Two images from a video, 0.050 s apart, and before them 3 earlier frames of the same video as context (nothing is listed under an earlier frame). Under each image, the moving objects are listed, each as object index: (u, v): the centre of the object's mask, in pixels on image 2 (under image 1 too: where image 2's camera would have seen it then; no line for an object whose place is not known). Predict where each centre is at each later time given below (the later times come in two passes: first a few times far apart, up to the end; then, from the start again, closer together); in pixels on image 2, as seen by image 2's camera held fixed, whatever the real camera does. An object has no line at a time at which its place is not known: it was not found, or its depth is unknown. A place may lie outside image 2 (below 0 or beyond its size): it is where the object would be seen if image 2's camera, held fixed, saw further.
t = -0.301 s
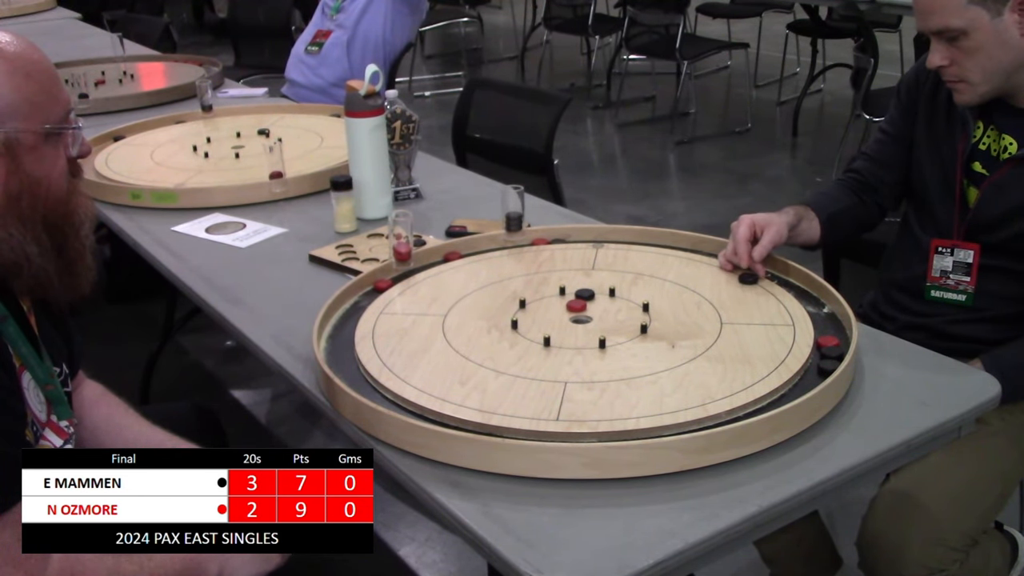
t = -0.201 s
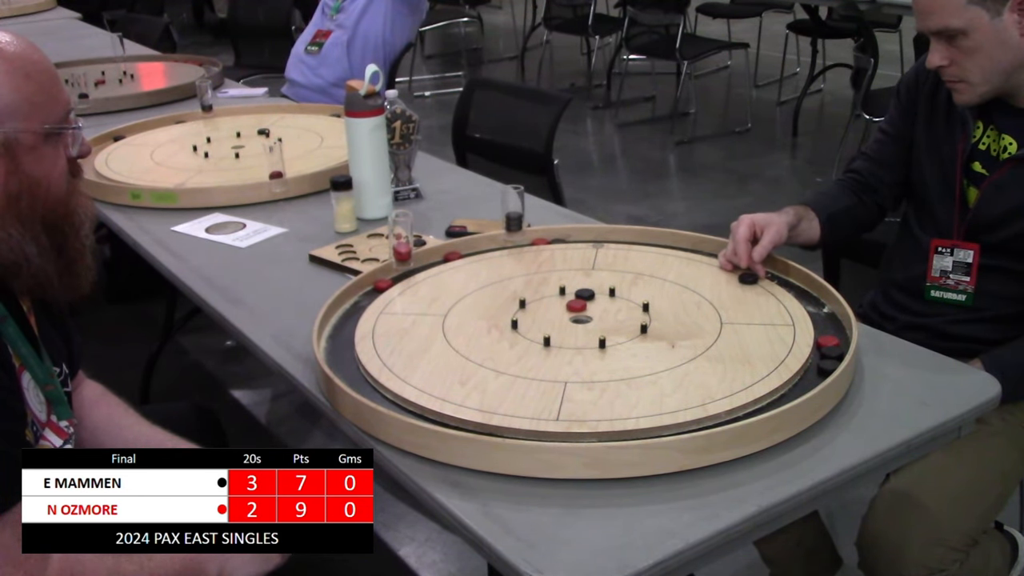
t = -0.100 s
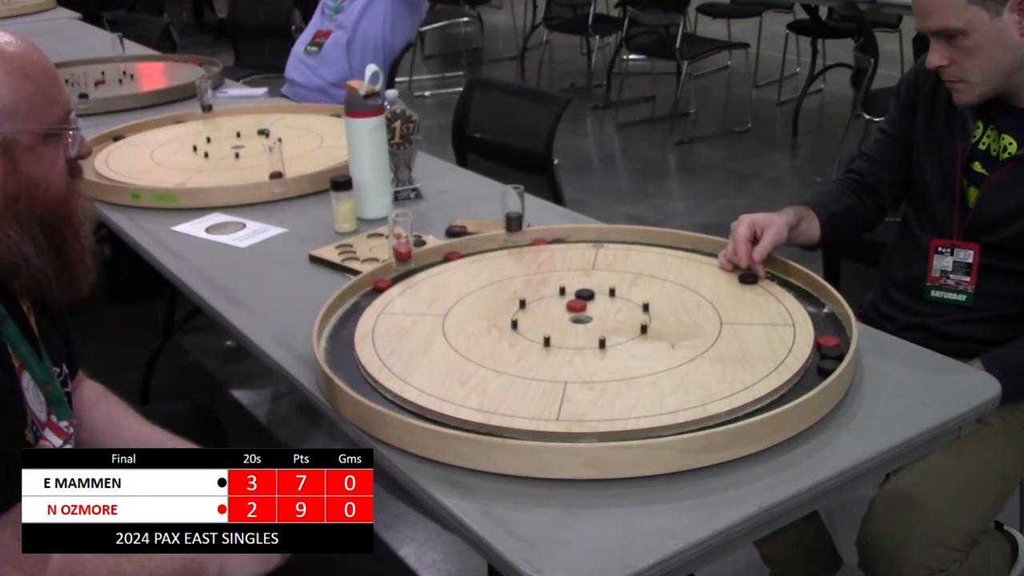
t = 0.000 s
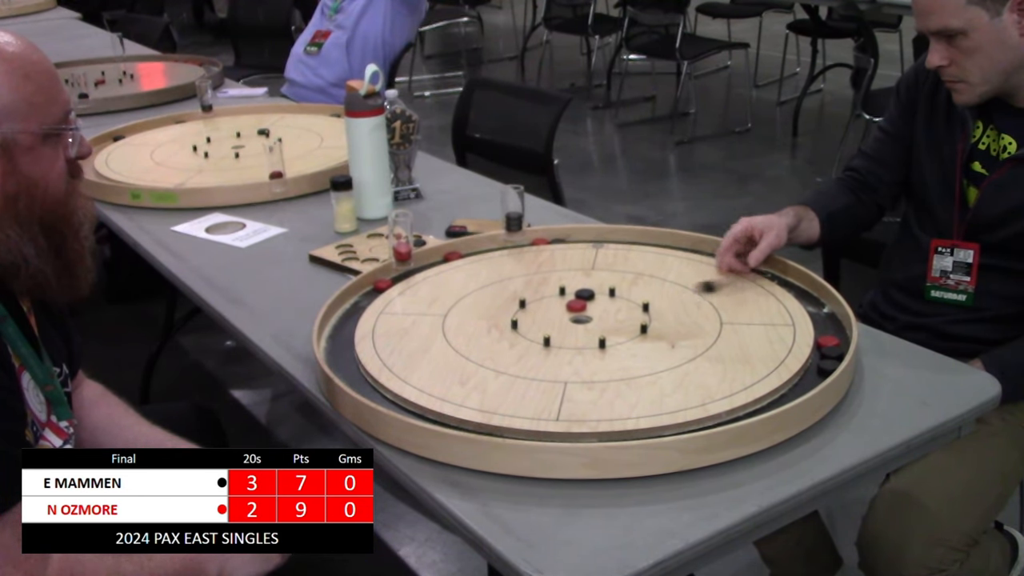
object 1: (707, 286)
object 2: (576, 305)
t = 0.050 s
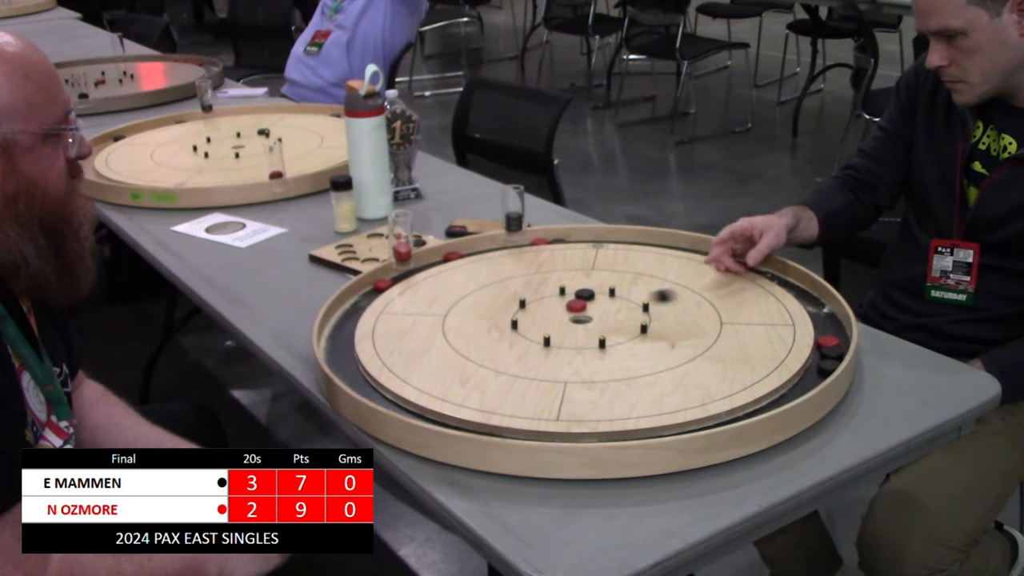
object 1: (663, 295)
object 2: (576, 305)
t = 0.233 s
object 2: (536, 296)
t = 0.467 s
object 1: (554, 314)
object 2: (550, 272)
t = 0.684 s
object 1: (556, 303)
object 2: (557, 261)
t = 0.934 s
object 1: (556, 298)
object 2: (559, 258)
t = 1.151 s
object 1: (554, 298)
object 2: (559, 258)
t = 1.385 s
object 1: (554, 298)
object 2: (559, 258)
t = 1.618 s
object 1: (554, 298)
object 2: (559, 258)
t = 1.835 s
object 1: (554, 298)
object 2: (559, 258)
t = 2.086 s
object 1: (554, 298)
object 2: (559, 258)
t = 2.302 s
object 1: (554, 298)
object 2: (559, 258)
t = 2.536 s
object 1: (554, 298)
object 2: (559, 258)
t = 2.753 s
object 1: (554, 298)
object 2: (559, 258)
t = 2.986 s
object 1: (554, 298)
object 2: (559, 258)
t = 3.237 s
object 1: (554, 297)
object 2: (559, 257)
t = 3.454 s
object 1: (554, 297)
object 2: (559, 257)
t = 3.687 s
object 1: (555, 297)
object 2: (559, 257)
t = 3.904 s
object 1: (554, 298)
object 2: (559, 257)
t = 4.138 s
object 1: (554, 298)
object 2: (559, 257)
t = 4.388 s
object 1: (554, 298)
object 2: (559, 257)
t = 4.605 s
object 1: (554, 298)
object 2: (559, 257)
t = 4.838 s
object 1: (554, 298)
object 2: (559, 257)
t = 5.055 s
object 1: (555, 298)
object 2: (559, 257)
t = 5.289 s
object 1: (554, 298)
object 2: (559, 257)
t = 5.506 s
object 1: (554, 298)
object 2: (559, 257)
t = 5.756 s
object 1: (554, 298)
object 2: (559, 257)
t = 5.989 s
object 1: (554, 297)
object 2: (559, 257)
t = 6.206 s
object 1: (554, 297)
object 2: (559, 257)
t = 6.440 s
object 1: (554, 298)
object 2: (559, 257)
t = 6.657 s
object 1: (554, 298)
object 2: (559, 257)
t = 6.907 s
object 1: (554, 297)
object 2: (559, 257)
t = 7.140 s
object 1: (554, 298)
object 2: (559, 257)
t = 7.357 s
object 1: (554, 298)
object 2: (559, 257)
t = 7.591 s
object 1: (554, 298)
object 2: (559, 257)
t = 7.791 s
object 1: (555, 297)
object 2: (559, 257)
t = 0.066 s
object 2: (576, 305)
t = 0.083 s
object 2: (576, 305)
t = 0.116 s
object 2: (576, 305)
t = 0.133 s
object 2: (570, 305)
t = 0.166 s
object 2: (549, 302)
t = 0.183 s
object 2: (540, 301)
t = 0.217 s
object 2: (535, 298)
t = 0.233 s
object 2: (536, 296)
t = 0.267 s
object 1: (557, 325)
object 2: (539, 291)
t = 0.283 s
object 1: (553, 328)
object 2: (540, 289)
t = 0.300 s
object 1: (551, 330)
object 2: (541, 287)
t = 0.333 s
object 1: (552, 328)
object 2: (543, 284)
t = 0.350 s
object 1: (552, 325)
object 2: (544, 282)
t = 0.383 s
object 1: (553, 322)
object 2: (546, 278)
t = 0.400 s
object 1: (553, 321)
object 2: (547, 277)
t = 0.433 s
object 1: (553, 318)
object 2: (549, 274)
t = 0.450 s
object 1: (554, 315)
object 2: (550, 273)
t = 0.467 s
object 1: (554, 314)
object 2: (550, 272)
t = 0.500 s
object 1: (554, 313)
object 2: (552, 269)
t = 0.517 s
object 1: (555, 310)
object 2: (553, 268)
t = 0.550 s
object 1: (555, 308)
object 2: (554, 266)
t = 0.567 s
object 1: (555, 308)
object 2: (555, 266)
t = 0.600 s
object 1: (556, 306)
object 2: (555, 264)
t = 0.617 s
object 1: (556, 305)
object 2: (556, 263)
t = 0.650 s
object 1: (556, 304)
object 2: (557, 262)
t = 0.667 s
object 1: (556, 303)
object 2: (557, 261)
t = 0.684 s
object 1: (556, 303)
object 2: (557, 261)
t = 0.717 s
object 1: (556, 302)
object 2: (558, 260)
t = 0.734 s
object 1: (556, 301)
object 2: (558, 260)
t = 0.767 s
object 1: (556, 300)
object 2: (559, 259)
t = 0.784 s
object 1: (556, 300)
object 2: (559, 259)
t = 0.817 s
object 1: (556, 299)
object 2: (559, 258)
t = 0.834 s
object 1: (556, 299)
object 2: (559, 258)
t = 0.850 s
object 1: (556, 299)
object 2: (559, 258)
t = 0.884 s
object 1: (556, 298)
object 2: (559, 258)
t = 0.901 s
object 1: (556, 298)
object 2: (559, 258)
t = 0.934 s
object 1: (556, 298)
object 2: (559, 258)
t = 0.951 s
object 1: (555, 298)
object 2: (559, 258)
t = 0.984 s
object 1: (555, 298)
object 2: (559, 258)
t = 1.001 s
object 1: (555, 298)
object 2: (559, 257)
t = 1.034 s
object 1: (554, 298)
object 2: (559, 258)
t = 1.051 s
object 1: (554, 298)
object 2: (559, 258)
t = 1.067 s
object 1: (554, 298)
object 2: (559, 258)
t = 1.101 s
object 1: (554, 298)
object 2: (559, 257)
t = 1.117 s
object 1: (554, 298)
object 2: (559, 258)
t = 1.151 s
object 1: (554, 298)
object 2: (559, 258)
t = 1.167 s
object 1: (554, 298)
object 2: (559, 258)
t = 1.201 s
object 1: (554, 298)
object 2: (559, 258)
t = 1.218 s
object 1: (554, 298)
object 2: (559, 258)
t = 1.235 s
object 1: (554, 298)
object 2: (559, 258)
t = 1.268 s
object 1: (554, 298)
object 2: (559, 258)
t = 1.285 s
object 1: (554, 298)
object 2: (559, 258)
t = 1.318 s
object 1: (554, 298)
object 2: (559, 258)
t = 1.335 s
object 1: (554, 298)
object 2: (559, 258)
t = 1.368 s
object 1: (554, 298)
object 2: (559, 258)
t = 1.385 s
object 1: (554, 298)
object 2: (559, 258)
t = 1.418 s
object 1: (554, 298)
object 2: (559, 258)
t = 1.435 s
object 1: (554, 298)
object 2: (559, 258)
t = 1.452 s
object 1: (554, 298)
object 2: (559, 258)
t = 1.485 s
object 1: (554, 298)
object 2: (559, 258)
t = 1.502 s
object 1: (554, 298)
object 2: (559, 258)
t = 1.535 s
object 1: (554, 298)
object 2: (559, 258)
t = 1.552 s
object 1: (554, 298)
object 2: (559, 258)
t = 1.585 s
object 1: (554, 298)
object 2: (559, 258)
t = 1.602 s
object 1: (555, 298)
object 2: (559, 258)
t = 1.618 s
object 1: (554, 298)
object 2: (559, 258)
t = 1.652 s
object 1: (554, 298)
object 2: (559, 258)
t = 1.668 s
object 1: (554, 298)
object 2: (559, 258)
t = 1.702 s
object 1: (554, 298)
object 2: (559, 258)
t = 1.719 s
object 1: (554, 298)
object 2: (559, 258)
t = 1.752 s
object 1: (554, 298)
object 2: (559, 258)
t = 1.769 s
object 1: (554, 298)
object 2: (559, 258)
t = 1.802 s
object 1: (554, 298)
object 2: (559, 258)
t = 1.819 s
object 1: (554, 298)
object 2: (559, 258)
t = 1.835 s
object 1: (554, 298)
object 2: (559, 258)
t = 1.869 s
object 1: (554, 298)
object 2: (559, 258)
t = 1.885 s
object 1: (554, 298)
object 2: (559, 258)
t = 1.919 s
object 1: (554, 298)
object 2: (559, 258)
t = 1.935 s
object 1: (554, 298)
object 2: (559, 258)
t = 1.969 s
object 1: (554, 298)
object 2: (559, 258)
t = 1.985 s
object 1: (554, 298)
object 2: (559, 257)
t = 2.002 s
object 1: (554, 298)
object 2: (559, 257)
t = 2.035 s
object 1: (554, 298)
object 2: (559, 258)
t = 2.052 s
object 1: (554, 298)
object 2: (559, 257)
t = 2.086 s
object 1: (554, 298)
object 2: (559, 258)
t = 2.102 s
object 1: (554, 298)
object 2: (559, 258)
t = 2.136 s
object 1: (554, 298)
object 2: (559, 258)
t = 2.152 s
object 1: (554, 298)
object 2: (559, 258)
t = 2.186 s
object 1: (554, 298)
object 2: (559, 258)
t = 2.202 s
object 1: (554, 298)
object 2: (559, 258)
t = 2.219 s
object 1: (554, 298)
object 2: (559, 258)
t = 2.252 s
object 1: (554, 298)
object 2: (559, 258)
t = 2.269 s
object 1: (554, 298)
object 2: (559, 258)
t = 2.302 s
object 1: (554, 298)
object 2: (559, 258)
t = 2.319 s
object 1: (554, 298)
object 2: (559, 258)
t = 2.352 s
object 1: (554, 298)
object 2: (559, 258)
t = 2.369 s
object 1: (554, 298)
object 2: (559, 258)
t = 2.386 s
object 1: (554, 298)
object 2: (559, 258)
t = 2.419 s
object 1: (554, 298)
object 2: (559, 258)
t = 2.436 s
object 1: (554, 298)
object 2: (559, 258)
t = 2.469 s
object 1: (554, 298)
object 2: (559, 258)
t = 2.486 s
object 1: (554, 298)
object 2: (559, 258)
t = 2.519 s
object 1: (554, 298)
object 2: (559, 258)
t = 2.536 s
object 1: (554, 298)
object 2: (559, 258)
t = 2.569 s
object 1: (554, 298)
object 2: (559, 258)
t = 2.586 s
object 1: (554, 298)
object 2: (559, 258)
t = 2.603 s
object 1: (554, 298)
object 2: (559, 258)
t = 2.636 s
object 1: (554, 298)
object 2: (559, 258)
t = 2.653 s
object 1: (554, 298)
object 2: (559, 258)
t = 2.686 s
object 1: (554, 298)
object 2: (559, 258)
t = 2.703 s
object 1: (554, 298)
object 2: (559, 258)
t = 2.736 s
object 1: (554, 298)
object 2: (559, 258)
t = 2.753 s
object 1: (554, 298)
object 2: (559, 258)
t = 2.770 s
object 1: (554, 298)
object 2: (559, 258)
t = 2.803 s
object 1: (554, 298)
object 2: (559, 258)
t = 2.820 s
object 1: (554, 298)
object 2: (559, 258)
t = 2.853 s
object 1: (554, 298)
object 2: (559, 258)
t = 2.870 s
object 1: (554, 298)
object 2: (559, 258)
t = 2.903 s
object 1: (554, 298)
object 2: (559, 258)
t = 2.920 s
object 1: (554, 298)
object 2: (559, 258)
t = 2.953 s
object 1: (554, 298)
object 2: (559, 258)
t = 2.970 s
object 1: (554, 298)
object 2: (559, 257)
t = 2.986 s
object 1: (554, 298)
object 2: (559, 258)
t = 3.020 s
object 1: (554, 298)
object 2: (559, 258)
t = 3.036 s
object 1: (554, 298)
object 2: (559, 258)
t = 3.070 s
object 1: (554, 297)
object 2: (559, 257)
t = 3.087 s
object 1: (554, 297)
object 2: (559, 258)
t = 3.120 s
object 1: (554, 297)
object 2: (559, 257)
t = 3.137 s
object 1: (554, 297)
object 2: (559, 257)
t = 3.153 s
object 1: (554, 297)
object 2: (559, 257)
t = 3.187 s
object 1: (554, 297)
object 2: (559, 257)
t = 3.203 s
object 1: (554, 297)
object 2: (559, 257)
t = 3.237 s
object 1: (554, 297)
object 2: (559, 257)
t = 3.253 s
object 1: (554, 297)
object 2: (559, 257)
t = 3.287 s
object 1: (554, 297)
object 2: (559, 257)
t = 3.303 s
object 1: (554, 297)
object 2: (559, 257)
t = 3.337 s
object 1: (554, 297)
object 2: (559, 257)
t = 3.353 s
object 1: (554, 297)
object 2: (559, 257)
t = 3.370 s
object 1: (554, 297)
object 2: (559, 257)
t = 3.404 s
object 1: (554, 297)
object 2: (559, 257)
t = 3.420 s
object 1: (554, 297)
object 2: (559, 257)
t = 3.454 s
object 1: (554, 297)
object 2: (559, 257)
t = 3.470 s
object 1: (554, 297)
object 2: (559, 257)
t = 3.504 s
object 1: (555, 297)
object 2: (559, 257)
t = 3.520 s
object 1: (555, 297)
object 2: (559, 257)
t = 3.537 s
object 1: (555, 297)
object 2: (559, 257)
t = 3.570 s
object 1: (555, 297)
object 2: (559, 257)
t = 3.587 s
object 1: (555, 297)
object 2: (559, 257)
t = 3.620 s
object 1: (554, 297)
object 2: (559, 257)
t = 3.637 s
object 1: (554, 297)
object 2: (559, 257)
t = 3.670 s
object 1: (554, 297)
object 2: (559, 257)
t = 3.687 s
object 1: (555, 297)
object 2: (559, 257)
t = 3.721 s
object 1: (554, 297)
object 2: (559, 257)
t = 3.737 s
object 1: (554, 297)
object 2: (559, 257)
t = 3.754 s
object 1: (554, 298)
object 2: (559, 257)
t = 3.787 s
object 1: (555, 297)
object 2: (559, 257)
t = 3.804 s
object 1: (555, 297)
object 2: (559, 257)
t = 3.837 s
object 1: (554, 298)
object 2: (559, 257)
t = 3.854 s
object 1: (555, 298)
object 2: (559, 257)
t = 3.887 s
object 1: (554, 298)
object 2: (559, 257)
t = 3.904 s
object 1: (554, 298)
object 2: (559, 257)
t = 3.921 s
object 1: (554, 298)
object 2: (559, 257)
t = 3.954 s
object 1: (555, 297)
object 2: (559, 257)
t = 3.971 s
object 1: (555, 298)
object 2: (559, 257)
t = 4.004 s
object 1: (554, 298)
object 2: (559, 257)
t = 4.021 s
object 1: (554, 298)
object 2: (559, 257)
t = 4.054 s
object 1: (554, 298)
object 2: (559, 257)
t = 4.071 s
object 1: (554, 298)
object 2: (559, 257)
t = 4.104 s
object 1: (554, 298)
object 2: (559, 257)
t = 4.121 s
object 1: (554, 298)
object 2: (559, 257)
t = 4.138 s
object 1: (554, 298)
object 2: (559, 257)
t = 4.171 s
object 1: (554, 298)
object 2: (559, 257)
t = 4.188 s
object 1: (555, 298)
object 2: (559, 257)
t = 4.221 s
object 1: (555, 298)
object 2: (559, 257)
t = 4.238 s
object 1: (554, 298)
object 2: (559, 257)
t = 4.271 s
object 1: (554, 298)
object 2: (559, 257)
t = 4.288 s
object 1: (554, 298)
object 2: (559, 257)
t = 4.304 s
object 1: (554, 298)
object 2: (559, 257)
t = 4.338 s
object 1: (554, 298)
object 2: (559, 257)
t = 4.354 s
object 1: (554, 298)
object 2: (559, 257)
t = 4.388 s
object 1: (554, 298)
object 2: (559, 257)
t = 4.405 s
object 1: (554, 298)
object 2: (559, 257)
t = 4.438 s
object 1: (555, 297)
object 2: (559, 257)
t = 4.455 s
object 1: (554, 298)
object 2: (559, 257)
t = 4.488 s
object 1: (554, 298)
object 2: (559, 257)
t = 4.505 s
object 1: (554, 298)
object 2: (559, 257)
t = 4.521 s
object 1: (554, 298)
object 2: (559, 257)
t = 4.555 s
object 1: (554, 298)
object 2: (559, 257)
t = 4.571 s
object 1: (554, 298)
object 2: (559, 258)
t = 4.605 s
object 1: (554, 298)
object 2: (559, 257)
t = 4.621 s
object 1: (554, 298)
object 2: (559, 257)
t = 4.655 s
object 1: (554, 298)
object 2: (559, 257)
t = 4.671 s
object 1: (554, 298)
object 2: (559, 257)
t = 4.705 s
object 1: (554, 298)
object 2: (559, 257)
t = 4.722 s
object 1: (555, 298)
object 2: (559, 257)
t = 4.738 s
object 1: (555, 298)
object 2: (559, 257)
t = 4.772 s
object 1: (554, 298)
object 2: (559, 257)
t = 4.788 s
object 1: (554, 298)
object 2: (559, 257)
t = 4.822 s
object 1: (555, 298)
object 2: (559, 257)
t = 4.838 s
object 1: (554, 298)
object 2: (559, 257)
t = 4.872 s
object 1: (555, 298)
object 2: (559, 257)
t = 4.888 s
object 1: (555, 298)
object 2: (559, 257)
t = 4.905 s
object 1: (555, 297)
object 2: (559, 257)
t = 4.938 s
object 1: (554, 298)
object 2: (559, 257)
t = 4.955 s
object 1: (555, 298)
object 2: (559, 257)
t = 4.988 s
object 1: (554, 298)
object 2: (559, 257)
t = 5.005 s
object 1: (554, 298)
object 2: (559, 257)
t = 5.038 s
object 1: (554, 298)
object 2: (559, 257)
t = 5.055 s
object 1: (555, 298)
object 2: (559, 257)
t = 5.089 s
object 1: (554, 298)
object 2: (559, 257)
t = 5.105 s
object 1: (554, 298)
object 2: (559, 257)
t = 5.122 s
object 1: (554, 298)
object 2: (559, 257)
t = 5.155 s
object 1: (554, 298)
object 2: (559, 257)
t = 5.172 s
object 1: (555, 298)
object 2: (559, 257)
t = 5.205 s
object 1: (555, 298)
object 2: (559, 257)
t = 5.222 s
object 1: (554, 298)
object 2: (559, 257)
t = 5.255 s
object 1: (554, 298)
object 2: (559, 257)
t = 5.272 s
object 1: (554, 298)
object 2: (559, 257)
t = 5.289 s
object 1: (554, 298)
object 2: (559, 257)
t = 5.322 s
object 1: (554, 298)
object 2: (559, 257)
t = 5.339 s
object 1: (554, 298)
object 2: (559, 257)
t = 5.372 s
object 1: (554, 298)
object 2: (559, 257)
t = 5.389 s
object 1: (554, 298)
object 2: (559, 257)
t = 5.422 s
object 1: (555, 297)
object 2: (559, 257)
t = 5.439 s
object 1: (554, 298)
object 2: (559, 257)
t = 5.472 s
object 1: (554, 298)
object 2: (559, 257)
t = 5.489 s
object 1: (554, 298)
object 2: (559, 257)
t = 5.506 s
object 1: (554, 298)
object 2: (559, 257)
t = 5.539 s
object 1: (554, 298)
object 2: (559, 257)
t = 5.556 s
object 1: (554, 298)
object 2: (559, 257)
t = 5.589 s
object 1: (555, 297)
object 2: (559, 257)
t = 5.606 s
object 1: (554, 298)
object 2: (559, 257)
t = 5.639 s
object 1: (554, 297)
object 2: (559, 257)
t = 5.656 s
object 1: (554, 298)
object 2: (559, 257)
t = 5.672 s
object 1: (554, 298)
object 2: (559, 257)
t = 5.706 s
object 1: (555, 297)
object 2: (559, 257)
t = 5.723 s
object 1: (554, 298)
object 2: (559, 257)
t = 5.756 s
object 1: (554, 298)
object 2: (559, 257)
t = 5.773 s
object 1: (554, 298)
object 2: (559, 257)
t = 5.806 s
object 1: (554, 298)
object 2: (559, 257)
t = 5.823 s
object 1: (555, 297)
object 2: (559, 257)
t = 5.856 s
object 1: (554, 298)
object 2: (559, 257)
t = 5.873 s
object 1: (555, 297)
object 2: (559, 257)
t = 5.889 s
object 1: (554, 297)
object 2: (559, 257)
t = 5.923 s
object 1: (554, 298)
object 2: (559, 257)
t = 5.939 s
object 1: (554, 297)
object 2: (559, 257)
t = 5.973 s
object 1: (554, 297)
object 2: (559, 257)
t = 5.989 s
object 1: (554, 297)
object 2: (559, 257)
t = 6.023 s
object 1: (554, 297)
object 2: (559, 257)
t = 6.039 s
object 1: (554, 297)
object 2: (559, 257)
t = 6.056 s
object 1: (554, 297)
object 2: (559, 257)
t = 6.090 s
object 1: (554, 298)
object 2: (559, 257)
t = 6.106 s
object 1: (554, 298)
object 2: (559, 257)
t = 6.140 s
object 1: (555, 297)
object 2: (559, 257)
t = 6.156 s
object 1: (555, 297)
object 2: (559, 257)
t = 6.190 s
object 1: (554, 297)
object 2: (559, 257)
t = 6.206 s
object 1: (554, 297)
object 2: (559, 257)
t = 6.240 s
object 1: (554, 297)
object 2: (559, 257)
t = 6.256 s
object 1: (554, 297)
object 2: (559, 257)
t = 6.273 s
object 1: (554, 297)
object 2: (559, 258)
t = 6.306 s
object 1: (554, 298)
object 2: (559, 257)
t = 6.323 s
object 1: (554, 298)
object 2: (559, 258)
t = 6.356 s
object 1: (554, 297)
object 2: (559, 258)
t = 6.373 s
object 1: (554, 298)
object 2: (559, 257)
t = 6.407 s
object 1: (554, 297)
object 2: (559, 257)
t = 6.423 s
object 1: (554, 298)
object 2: (559, 257)
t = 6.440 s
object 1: (554, 298)
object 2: (559, 257)
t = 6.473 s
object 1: (554, 298)
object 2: (559, 257)
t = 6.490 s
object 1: (554, 298)
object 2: (559, 257)
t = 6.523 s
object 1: (554, 298)
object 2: (559, 257)
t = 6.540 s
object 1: (554, 298)
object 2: (559, 257)
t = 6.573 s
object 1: (554, 298)
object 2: (559, 257)
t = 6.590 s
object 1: (554, 298)
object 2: (559, 257)
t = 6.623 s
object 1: (554, 298)
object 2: (559, 257)
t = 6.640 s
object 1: (554, 297)
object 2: (559, 257)
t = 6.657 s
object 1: (554, 298)
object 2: (559, 257)
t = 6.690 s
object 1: (554, 298)
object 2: (559, 257)
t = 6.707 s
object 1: (554, 297)
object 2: (559, 257)
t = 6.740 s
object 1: (554, 298)
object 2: (559, 257)
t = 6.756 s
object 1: (554, 298)
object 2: (559, 257)
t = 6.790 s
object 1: (554, 298)
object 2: (559, 257)
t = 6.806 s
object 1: (555, 297)
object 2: (559, 257)
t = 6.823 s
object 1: (554, 298)
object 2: (559, 257)
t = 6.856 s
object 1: (554, 298)
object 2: (559, 257)
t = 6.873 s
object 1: (554, 297)
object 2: (559, 257)
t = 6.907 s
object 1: (554, 297)
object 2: (559, 257)
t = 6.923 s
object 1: (554, 298)
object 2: (559, 257)
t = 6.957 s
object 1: (555, 297)
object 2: (559, 257)
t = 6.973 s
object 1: (555, 297)
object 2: (559, 257)
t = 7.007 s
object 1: (555, 297)
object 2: (559, 257)
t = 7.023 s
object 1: (554, 298)
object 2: (559, 257)
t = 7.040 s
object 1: (555, 297)
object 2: (559, 257)
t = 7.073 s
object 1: (554, 298)
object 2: (559, 257)
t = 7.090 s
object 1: (554, 298)
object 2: (559, 257)
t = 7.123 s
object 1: (554, 298)
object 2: (559, 257)
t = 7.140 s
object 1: (554, 298)
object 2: (559, 257)
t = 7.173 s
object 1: (554, 298)
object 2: (559, 257)
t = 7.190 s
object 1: (554, 298)
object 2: (559, 257)
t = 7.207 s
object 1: (555, 297)
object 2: (559, 257)
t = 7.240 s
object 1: (554, 298)
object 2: (559, 257)
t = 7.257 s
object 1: (554, 298)
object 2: (559, 257)
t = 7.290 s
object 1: (554, 298)
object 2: (559, 257)
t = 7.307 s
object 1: (555, 298)
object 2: (559, 257)
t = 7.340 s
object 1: (554, 297)
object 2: (559, 257)
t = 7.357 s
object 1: (554, 298)
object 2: (559, 257)
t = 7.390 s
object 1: (554, 298)
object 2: (559, 257)
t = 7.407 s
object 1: (554, 298)
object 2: (559, 257)
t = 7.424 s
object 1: (554, 298)
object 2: (559, 257)
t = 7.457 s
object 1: (554, 298)
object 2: (559, 257)
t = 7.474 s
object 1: (554, 298)
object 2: (559, 257)
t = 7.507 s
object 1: (555, 298)
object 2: (559, 257)
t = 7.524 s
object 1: (554, 298)
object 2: (559, 257)
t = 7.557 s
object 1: (555, 298)
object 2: (559, 257)
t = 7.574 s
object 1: (555, 298)
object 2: (559, 257)
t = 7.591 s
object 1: (554, 298)
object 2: (559, 257)
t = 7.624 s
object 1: (555, 298)
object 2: (559, 257)
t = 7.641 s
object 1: (554, 298)
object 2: (559, 257)
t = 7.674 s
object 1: (555, 298)
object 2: (559, 258)
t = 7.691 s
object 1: (555, 298)
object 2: (559, 257)
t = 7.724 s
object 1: (555, 297)
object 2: (559, 257)
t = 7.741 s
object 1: (555, 297)
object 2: (559, 257)
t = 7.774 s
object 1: (555, 298)
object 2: (559, 257)
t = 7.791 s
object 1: (555, 297)
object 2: (559, 257)
